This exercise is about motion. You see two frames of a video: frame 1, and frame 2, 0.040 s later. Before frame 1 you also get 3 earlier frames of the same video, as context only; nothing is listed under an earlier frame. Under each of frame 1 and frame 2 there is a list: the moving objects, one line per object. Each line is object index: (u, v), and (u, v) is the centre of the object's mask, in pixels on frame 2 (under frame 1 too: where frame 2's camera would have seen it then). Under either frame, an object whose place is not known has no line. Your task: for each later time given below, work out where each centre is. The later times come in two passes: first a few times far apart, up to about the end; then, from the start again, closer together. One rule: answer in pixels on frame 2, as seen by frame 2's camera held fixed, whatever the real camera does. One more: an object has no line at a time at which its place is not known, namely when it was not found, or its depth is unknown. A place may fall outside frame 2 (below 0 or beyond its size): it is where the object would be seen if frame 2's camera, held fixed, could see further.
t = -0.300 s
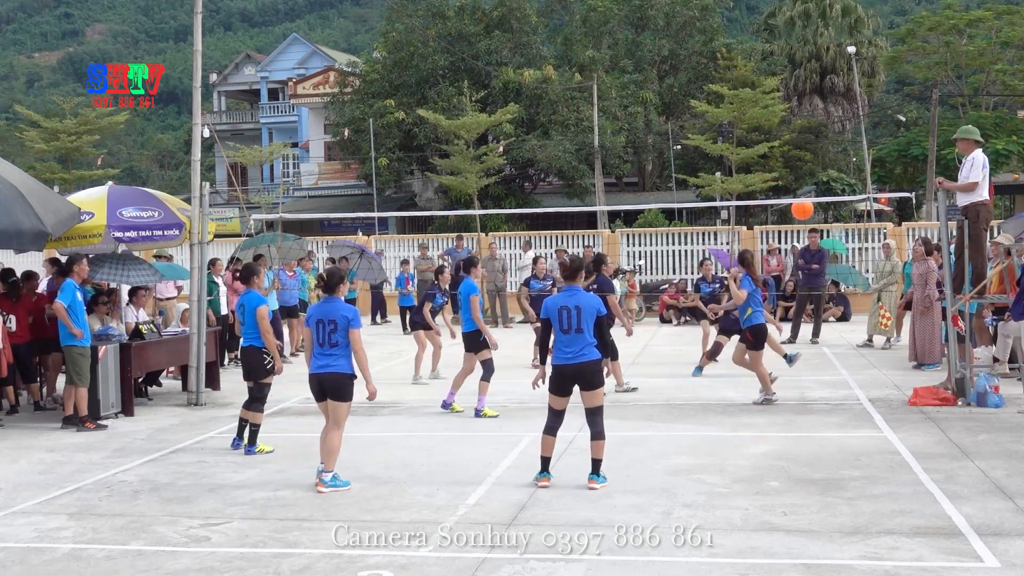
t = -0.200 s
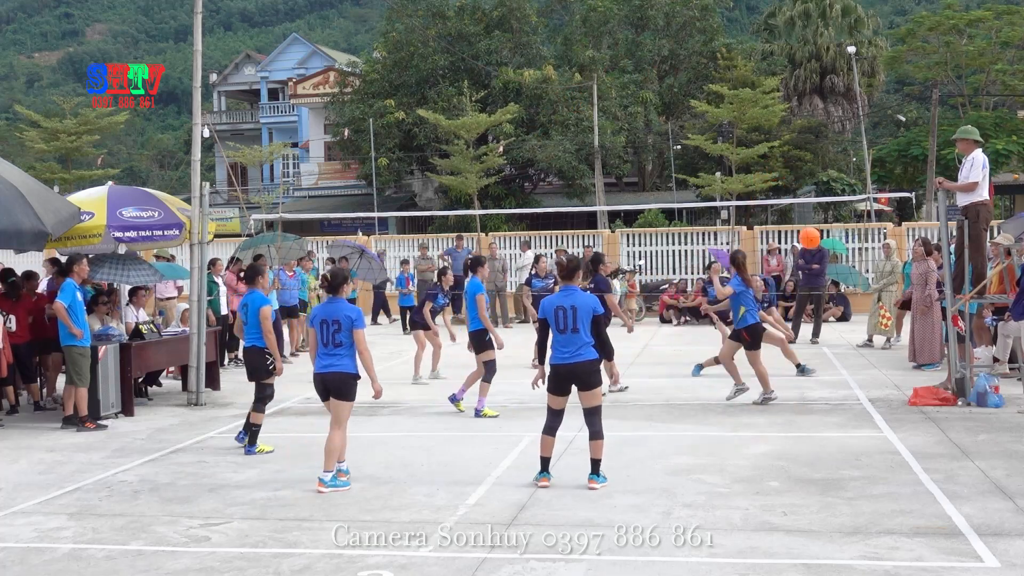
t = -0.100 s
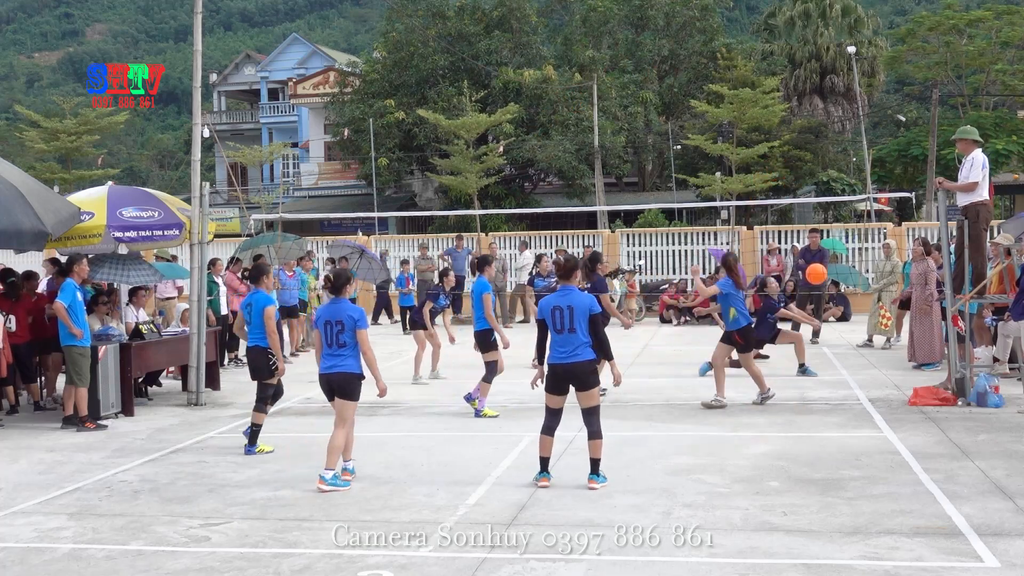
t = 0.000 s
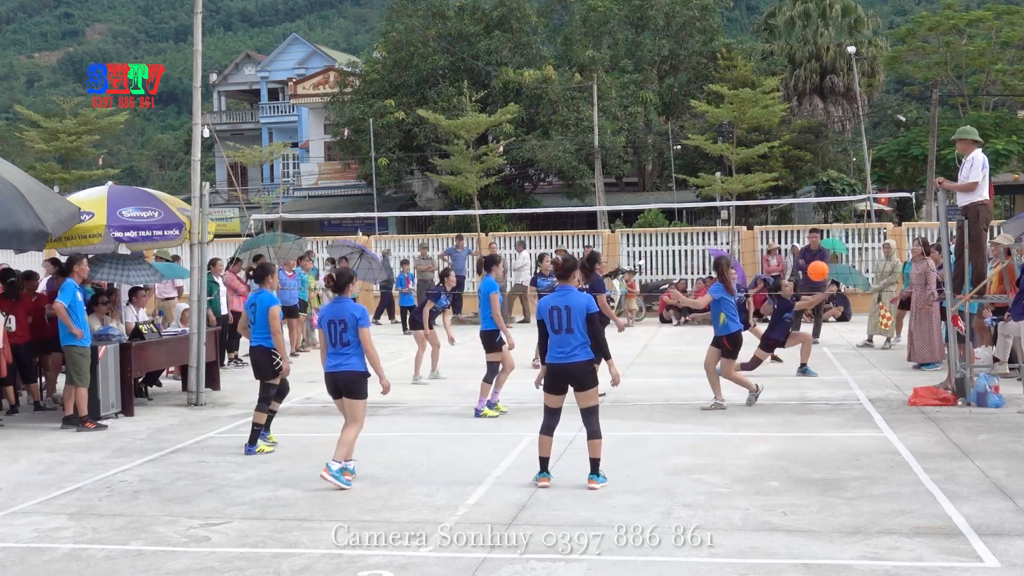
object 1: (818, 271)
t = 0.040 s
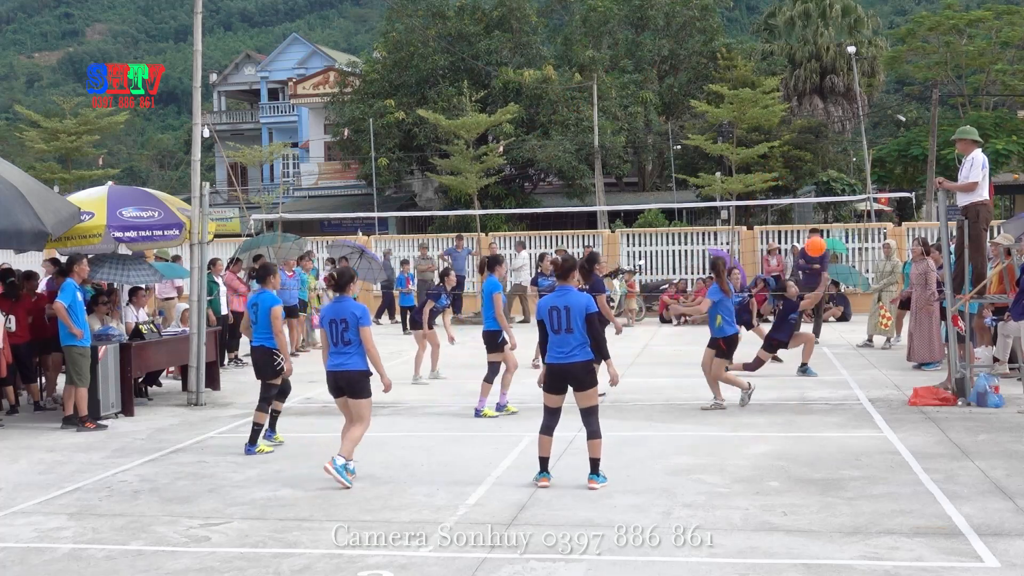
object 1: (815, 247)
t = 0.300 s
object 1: (799, 122)
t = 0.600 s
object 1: (780, 54)
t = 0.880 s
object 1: (763, 61)
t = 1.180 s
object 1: (745, 142)
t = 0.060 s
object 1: (814, 235)
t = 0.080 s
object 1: (813, 223)
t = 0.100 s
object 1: (811, 212)
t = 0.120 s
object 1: (810, 202)
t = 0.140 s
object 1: (809, 190)
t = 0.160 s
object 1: (808, 181)
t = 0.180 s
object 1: (806, 172)
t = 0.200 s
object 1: (805, 163)
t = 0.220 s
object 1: (804, 154)
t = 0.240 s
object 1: (803, 145)
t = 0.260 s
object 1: (801, 137)
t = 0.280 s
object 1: (800, 130)
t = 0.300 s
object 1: (799, 122)
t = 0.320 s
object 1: (798, 115)
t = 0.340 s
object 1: (796, 108)
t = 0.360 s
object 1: (795, 102)
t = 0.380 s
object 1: (794, 96)
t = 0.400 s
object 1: (792, 91)
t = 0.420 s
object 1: (791, 86)
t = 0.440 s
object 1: (790, 81)
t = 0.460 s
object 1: (789, 76)
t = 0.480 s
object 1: (788, 72)
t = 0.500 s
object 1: (786, 68)
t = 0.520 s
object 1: (785, 65)
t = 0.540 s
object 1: (784, 62)
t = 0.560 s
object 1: (783, 59)
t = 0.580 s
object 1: (781, 56)
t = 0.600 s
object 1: (780, 54)
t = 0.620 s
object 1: (779, 53)
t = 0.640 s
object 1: (778, 51)
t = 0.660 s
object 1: (777, 50)
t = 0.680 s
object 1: (775, 49)
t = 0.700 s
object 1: (774, 49)
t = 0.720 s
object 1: (773, 49)
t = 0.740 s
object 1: (772, 49)
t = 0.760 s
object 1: (770, 50)
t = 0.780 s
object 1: (769, 51)
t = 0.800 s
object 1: (768, 52)
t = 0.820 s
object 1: (767, 54)
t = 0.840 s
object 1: (765, 56)
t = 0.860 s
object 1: (764, 58)
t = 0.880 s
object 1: (763, 61)
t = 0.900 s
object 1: (762, 64)
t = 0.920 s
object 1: (761, 67)
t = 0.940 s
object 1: (759, 71)
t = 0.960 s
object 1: (758, 75)
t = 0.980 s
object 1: (757, 80)
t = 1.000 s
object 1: (756, 85)
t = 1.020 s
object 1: (755, 90)
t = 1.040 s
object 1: (753, 95)
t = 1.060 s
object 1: (752, 101)
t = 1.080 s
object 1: (751, 107)
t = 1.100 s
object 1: (750, 114)
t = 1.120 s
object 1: (749, 120)
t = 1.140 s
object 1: (748, 127)
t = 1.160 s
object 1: (747, 135)
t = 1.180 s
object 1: (745, 142)
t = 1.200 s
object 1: (744, 151)
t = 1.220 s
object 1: (743, 159)
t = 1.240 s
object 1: (742, 168)
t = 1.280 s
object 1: (740, 186)
